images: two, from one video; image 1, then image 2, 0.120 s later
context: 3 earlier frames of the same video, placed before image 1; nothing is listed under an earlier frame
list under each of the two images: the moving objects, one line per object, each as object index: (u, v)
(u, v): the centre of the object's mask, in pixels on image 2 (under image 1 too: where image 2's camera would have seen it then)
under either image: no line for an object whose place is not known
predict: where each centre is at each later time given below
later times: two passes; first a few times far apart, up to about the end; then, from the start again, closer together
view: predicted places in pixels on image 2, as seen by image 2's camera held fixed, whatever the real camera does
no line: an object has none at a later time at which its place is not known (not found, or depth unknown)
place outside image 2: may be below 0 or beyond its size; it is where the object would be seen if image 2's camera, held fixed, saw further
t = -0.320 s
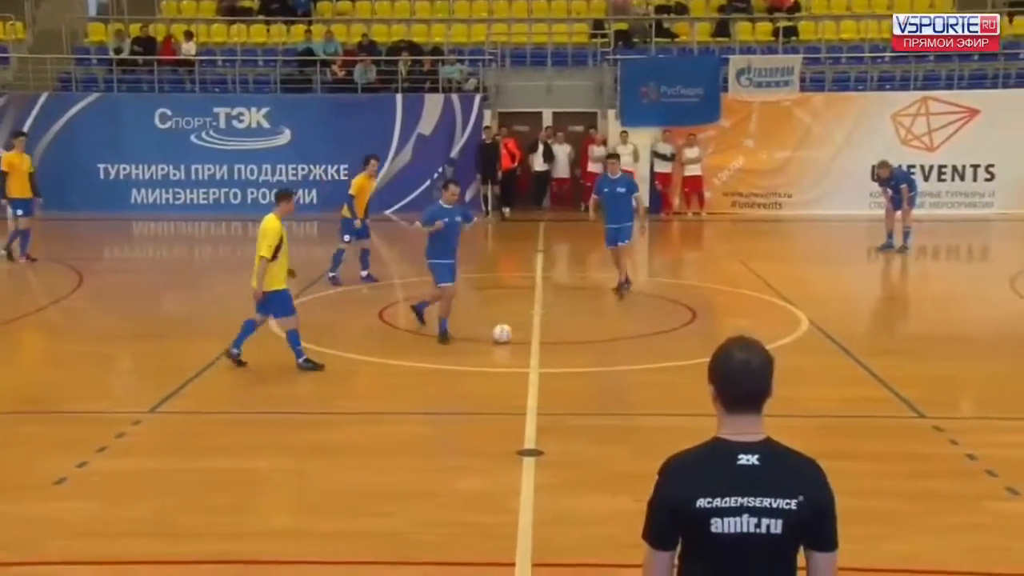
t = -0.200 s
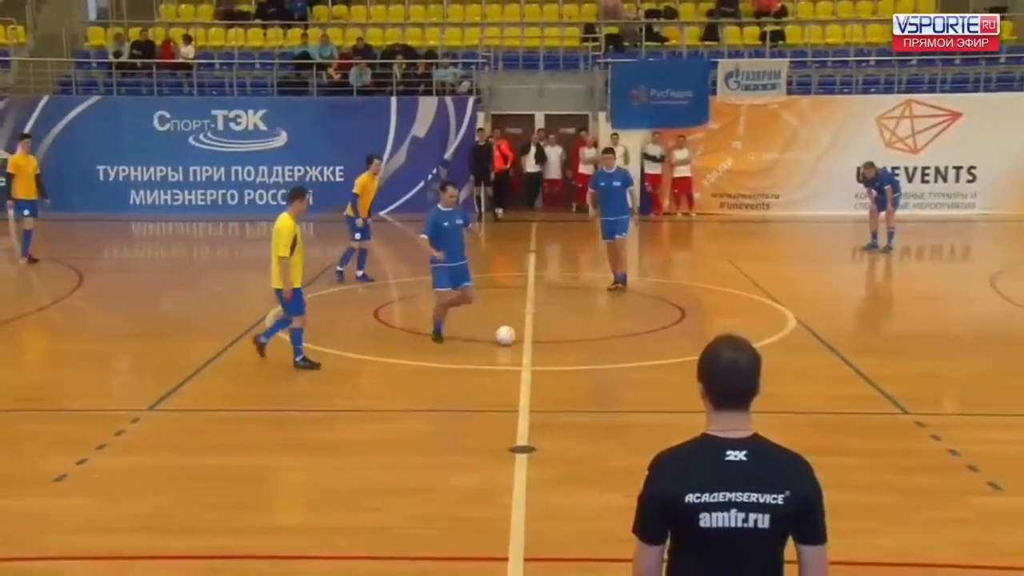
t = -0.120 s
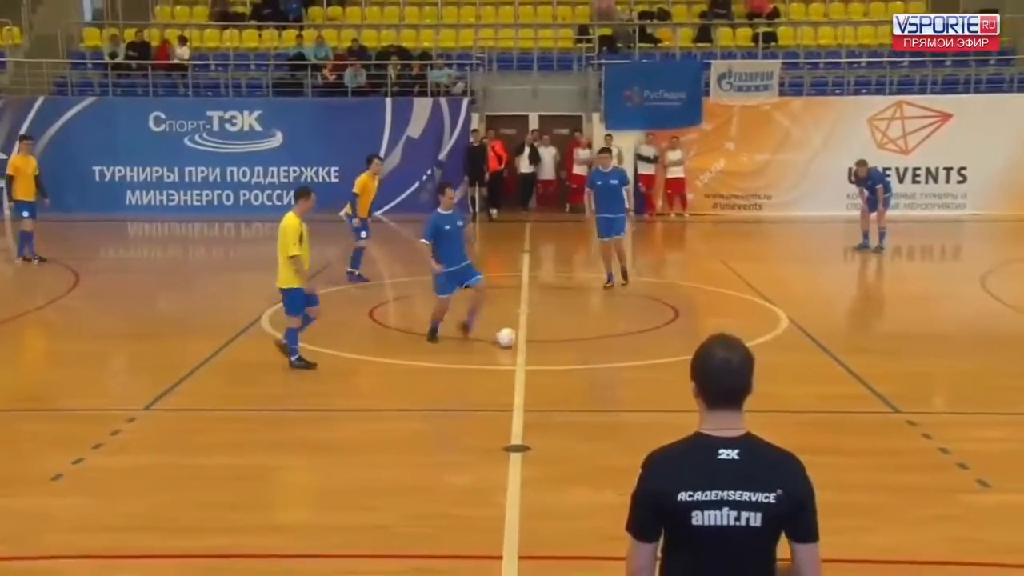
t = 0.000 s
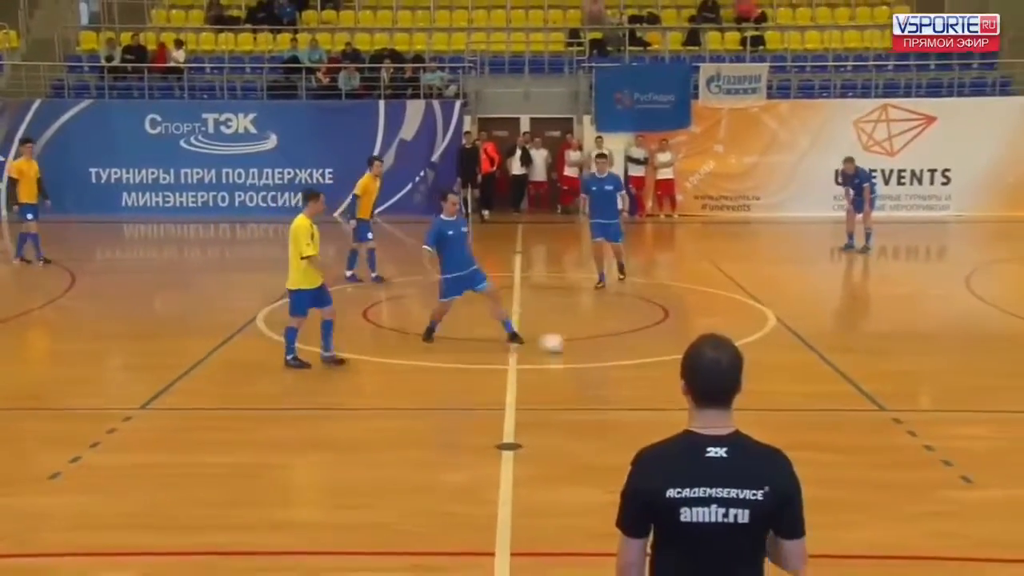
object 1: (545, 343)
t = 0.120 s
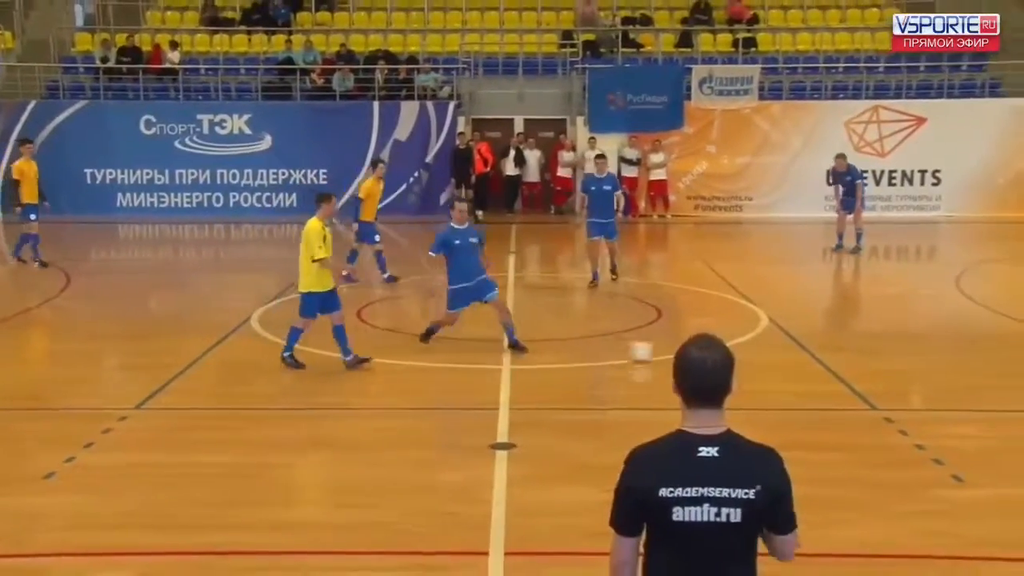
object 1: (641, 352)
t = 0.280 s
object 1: (766, 363)
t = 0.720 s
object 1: (1082, 393)
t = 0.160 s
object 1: (667, 352)
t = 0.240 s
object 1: (739, 359)
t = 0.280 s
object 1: (766, 363)
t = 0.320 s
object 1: (795, 366)
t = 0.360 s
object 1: (824, 369)
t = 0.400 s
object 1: (853, 371)
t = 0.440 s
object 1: (884, 374)
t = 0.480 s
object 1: (913, 377)
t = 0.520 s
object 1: (941, 380)
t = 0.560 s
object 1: (970, 382)
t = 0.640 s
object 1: (1024, 387)
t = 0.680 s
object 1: (1054, 390)
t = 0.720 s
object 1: (1082, 393)
